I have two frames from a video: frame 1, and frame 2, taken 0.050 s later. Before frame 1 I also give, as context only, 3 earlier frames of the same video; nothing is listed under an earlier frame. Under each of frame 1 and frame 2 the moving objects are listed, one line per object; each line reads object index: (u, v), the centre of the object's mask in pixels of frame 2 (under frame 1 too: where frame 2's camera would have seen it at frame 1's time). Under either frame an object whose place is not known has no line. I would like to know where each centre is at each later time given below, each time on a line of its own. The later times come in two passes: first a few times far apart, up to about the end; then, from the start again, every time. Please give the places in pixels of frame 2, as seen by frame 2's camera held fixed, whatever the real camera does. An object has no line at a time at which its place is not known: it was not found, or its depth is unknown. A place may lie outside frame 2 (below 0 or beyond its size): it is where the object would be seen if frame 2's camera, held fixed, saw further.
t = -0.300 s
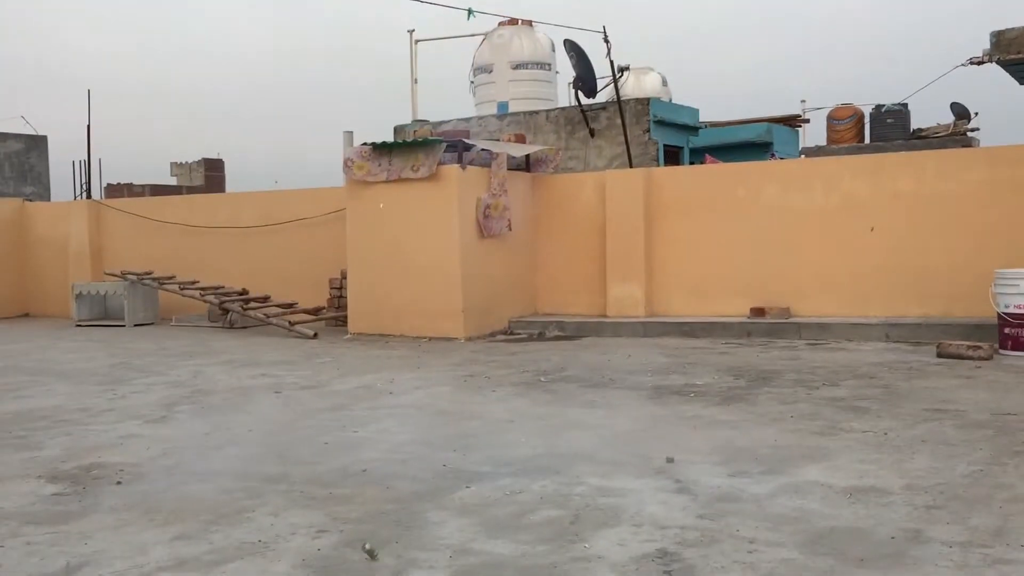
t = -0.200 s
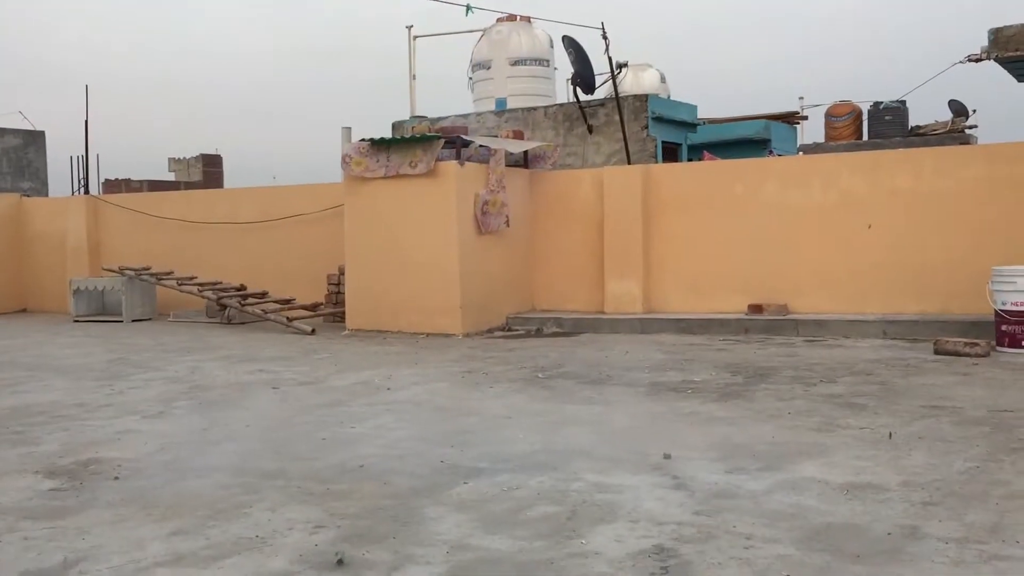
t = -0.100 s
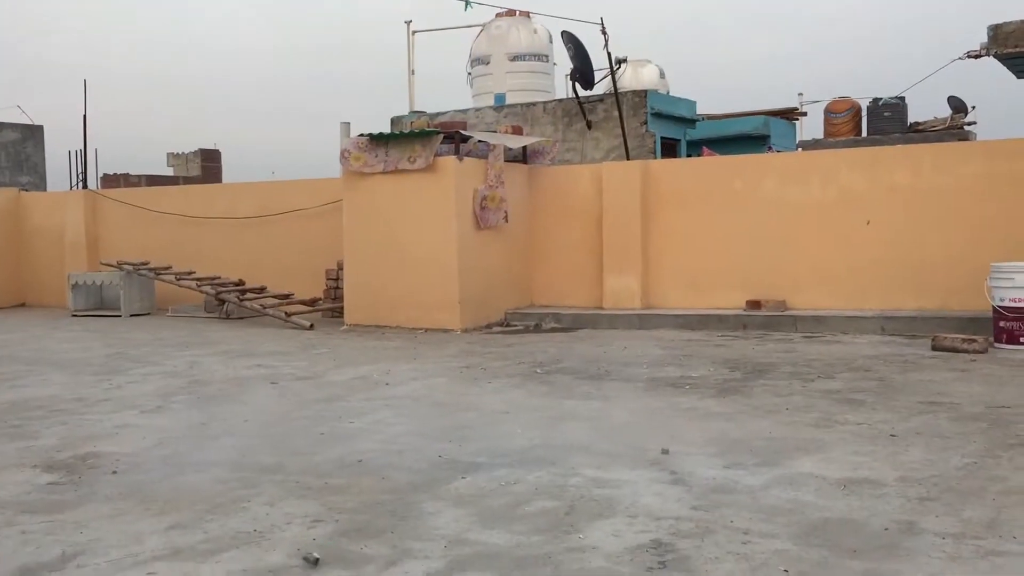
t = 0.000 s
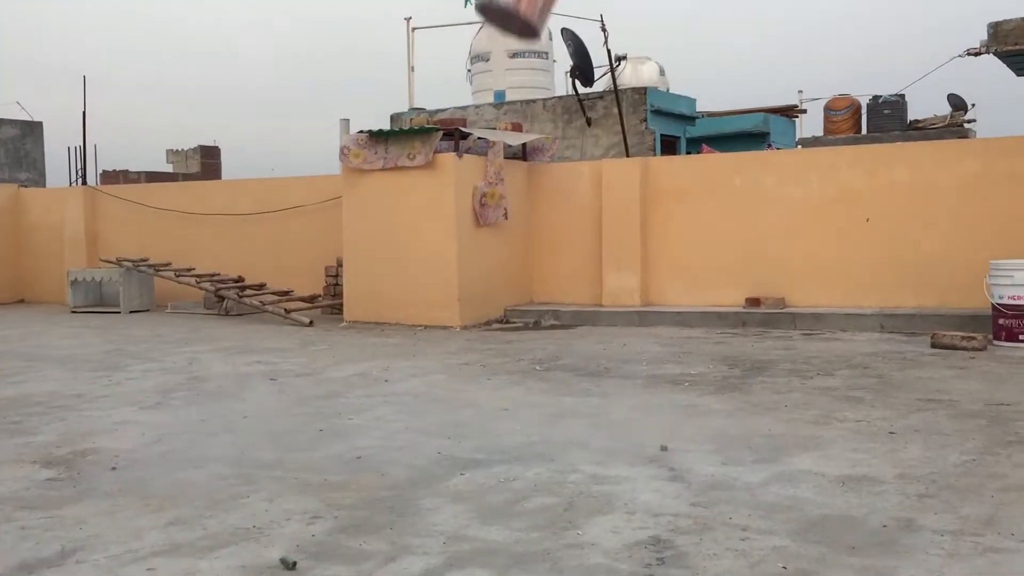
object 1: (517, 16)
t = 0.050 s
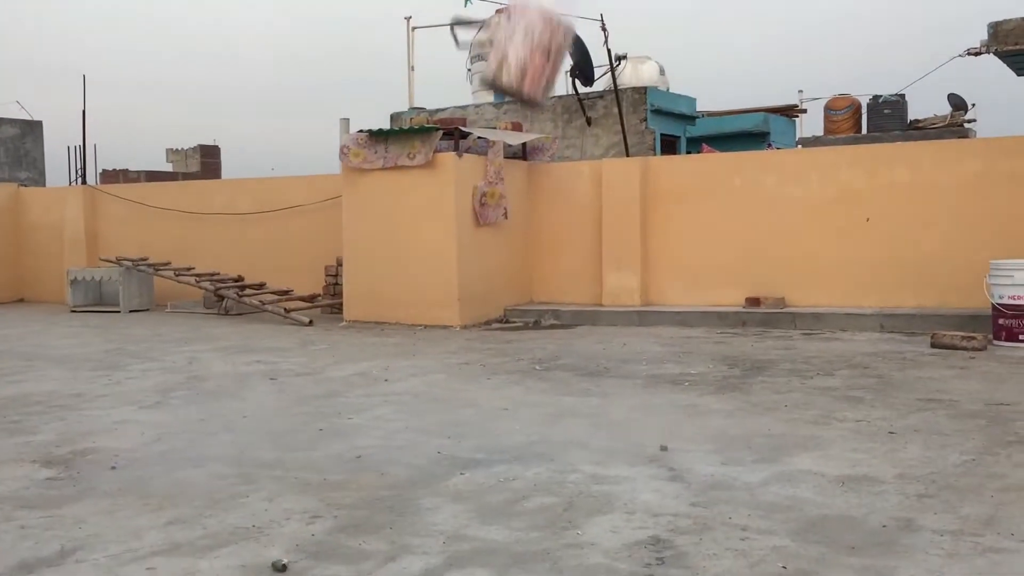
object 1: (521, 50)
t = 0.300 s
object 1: (524, 409)
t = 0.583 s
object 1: (493, 407)
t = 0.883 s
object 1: (503, 409)
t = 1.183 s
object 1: (530, 409)
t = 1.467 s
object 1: (551, 406)
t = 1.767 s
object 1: (564, 405)
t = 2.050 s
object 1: (572, 404)
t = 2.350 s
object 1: (576, 403)
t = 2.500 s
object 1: (577, 403)
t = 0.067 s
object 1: (520, 72)
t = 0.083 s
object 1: (520, 99)
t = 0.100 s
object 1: (529, 138)
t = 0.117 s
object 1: (534, 156)
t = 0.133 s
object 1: (532, 198)
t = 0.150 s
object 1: (534, 232)
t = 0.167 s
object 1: (536, 258)
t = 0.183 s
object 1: (536, 294)
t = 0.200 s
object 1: (532, 321)
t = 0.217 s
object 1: (538, 364)
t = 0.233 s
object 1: (539, 397)
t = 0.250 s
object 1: (535, 410)
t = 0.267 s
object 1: (530, 410)
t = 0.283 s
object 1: (528, 411)
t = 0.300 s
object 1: (524, 409)
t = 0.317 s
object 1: (520, 411)
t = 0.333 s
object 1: (516, 412)
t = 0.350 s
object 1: (512, 412)
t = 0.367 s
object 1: (509, 413)
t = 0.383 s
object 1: (504, 413)
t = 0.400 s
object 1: (500, 413)
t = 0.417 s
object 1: (498, 416)
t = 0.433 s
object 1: (496, 416)
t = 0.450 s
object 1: (489, 416)
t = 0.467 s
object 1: (488, 416)
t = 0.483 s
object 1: (488, 414)
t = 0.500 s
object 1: (489, 413)
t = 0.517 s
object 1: (490, 412)
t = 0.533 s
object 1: (491, 411)
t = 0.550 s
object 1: (492, 409)
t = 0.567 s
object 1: (493, 408)
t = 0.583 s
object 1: (493, 407)
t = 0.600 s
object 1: (493, 406)
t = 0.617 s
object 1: (493, 406)
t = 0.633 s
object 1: (492, 406)
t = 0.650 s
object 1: (492, 407)
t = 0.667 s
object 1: (491, 408)
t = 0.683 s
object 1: (491, 409)
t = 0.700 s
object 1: (491, 410)
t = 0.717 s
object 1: (491, 412)
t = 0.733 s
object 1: (491, 414)
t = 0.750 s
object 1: (492, 415)
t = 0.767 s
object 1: (493, 415)
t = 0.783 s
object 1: (494, 414)
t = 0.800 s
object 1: (496, 412)
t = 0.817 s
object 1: (497, 412)
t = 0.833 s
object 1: (498, 412)
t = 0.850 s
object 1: (500, 411)
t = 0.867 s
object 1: (501, 410)
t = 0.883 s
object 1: (503, 409)
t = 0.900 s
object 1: (505, 408)
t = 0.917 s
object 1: (506, 408)
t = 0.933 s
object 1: (508, 408)
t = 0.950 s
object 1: (510, 408)
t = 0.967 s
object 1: (511, 409)
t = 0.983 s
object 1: (512, 409)
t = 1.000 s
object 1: (513, 409)
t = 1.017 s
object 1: (515, 409)
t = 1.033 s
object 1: (516, 409)
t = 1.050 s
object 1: (517, 409)
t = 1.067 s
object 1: (518, 410)
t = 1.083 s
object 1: (520, 410)
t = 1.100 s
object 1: (522, 409)
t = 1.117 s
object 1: (523, 409)
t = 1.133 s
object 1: (525, 410)
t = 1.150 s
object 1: (527, 409)
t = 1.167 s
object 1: (528, 410)
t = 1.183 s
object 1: (530, 409)
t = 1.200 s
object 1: (531, 409)
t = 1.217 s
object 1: (533, 409)
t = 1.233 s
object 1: (535, 409)
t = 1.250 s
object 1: (536, 409)
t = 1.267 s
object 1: (538, 408)
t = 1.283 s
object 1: (539, 408)
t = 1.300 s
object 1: (540, 408)
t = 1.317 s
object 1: (542, 408)
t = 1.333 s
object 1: (543, 408)
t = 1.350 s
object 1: (544, 408)
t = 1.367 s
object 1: (545, 407)
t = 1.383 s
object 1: (546, 407)
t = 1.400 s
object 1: (547, 407)
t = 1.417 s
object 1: (548, 407)
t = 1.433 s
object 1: (549, 407)
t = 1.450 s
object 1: (550, 406)
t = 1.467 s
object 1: (551, 406)
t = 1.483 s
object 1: (552, 406)
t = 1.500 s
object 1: (553, 406)
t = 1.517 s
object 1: (554, 406)
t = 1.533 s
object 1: (555, 406)
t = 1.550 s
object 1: (556, 406)
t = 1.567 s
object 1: (556, 406)
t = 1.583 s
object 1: (557, 405)
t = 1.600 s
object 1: (558, 405)
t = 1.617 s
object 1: (559, 406)
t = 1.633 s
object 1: (560, 405)
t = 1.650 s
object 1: (560, 405)
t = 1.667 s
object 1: (561, 405)
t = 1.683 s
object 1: (562, 405)
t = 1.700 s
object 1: (562, 405)
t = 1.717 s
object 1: (563, 405)
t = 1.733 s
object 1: (564, 405)
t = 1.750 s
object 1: (564, 405)
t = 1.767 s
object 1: (564, 405)
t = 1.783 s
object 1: (565, 405)
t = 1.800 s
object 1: (565, 405)
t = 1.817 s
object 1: (566, 405)
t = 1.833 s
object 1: (566, 405)
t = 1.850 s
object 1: (567, 405)
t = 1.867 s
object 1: (567, 404)
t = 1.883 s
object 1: (568, 404)
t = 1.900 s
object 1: (568, 404)
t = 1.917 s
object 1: (569, 404)
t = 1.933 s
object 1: (569, 404)
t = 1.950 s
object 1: (570, 404)
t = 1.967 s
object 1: (570, 404)
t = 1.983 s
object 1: (571, 404)
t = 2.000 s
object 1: (571, 404)
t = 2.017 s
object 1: (571, 404)
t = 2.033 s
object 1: (572, 404)
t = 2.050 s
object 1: (572, 404)
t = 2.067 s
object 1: (573, 404)
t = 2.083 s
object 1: (573, 403)
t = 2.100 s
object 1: (573, 403)
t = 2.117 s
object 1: (573, 403)
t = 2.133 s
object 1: (573, 403)
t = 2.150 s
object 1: (574, 403)
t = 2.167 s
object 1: (574, 403)
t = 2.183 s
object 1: (574, 403)
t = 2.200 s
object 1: (574, 403)
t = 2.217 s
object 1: (574, 403)
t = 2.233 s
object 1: (575, 403)
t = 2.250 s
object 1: (575, 403)
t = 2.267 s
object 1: (575, 403)
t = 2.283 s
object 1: (575, 403)
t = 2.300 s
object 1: (575, 403)
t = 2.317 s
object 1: (575, 403)
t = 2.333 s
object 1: (576, 403)
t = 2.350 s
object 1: (576, 403)
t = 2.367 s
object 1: (576, 403)
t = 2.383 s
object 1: (576, 403)
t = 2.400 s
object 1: (576, 403)
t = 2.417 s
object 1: (576, 403)
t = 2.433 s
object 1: (576, 403)
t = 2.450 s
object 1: (577, 403)
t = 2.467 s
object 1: (577, 403)
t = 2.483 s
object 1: (577, 403)
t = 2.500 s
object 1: (577, 403)
